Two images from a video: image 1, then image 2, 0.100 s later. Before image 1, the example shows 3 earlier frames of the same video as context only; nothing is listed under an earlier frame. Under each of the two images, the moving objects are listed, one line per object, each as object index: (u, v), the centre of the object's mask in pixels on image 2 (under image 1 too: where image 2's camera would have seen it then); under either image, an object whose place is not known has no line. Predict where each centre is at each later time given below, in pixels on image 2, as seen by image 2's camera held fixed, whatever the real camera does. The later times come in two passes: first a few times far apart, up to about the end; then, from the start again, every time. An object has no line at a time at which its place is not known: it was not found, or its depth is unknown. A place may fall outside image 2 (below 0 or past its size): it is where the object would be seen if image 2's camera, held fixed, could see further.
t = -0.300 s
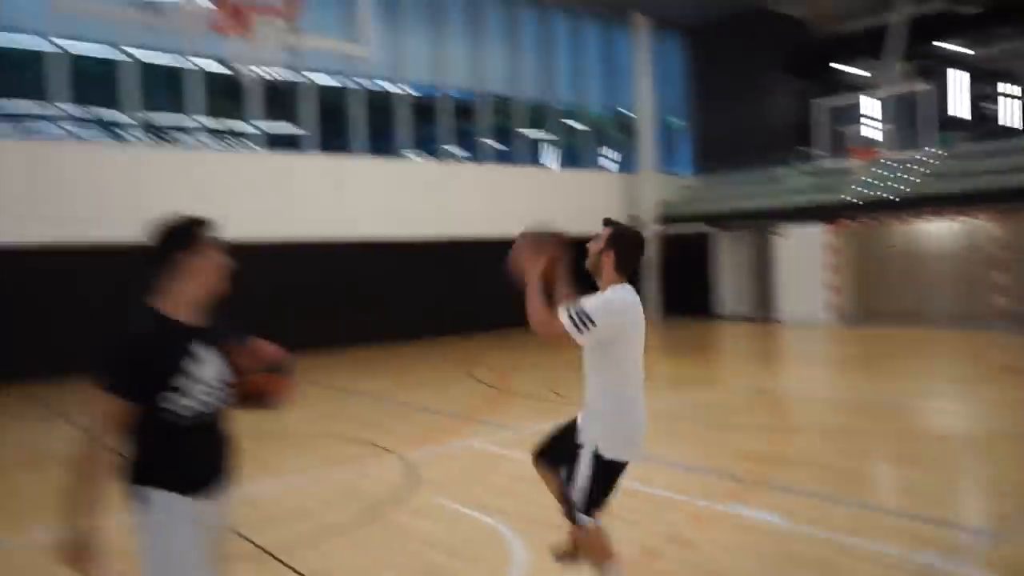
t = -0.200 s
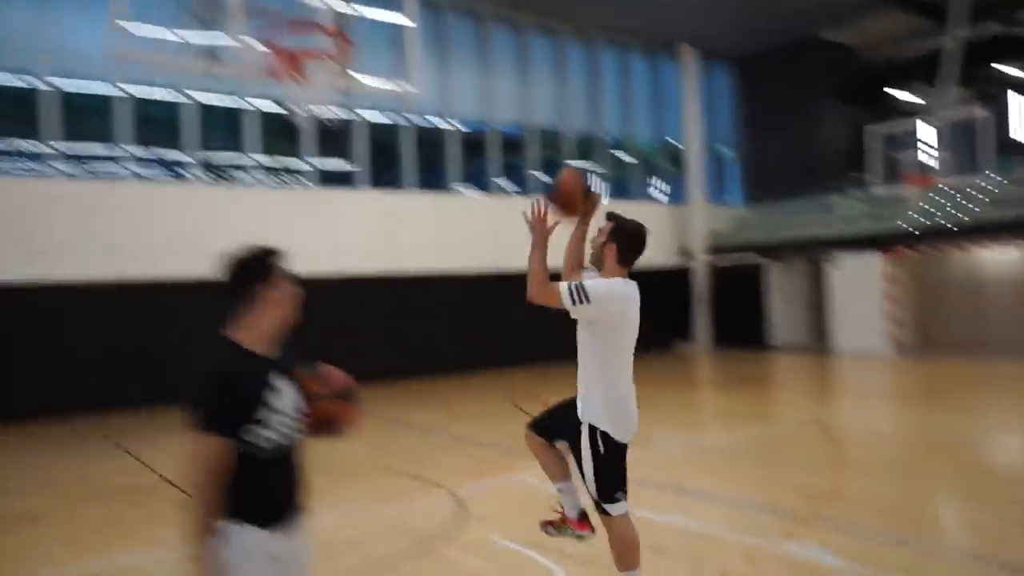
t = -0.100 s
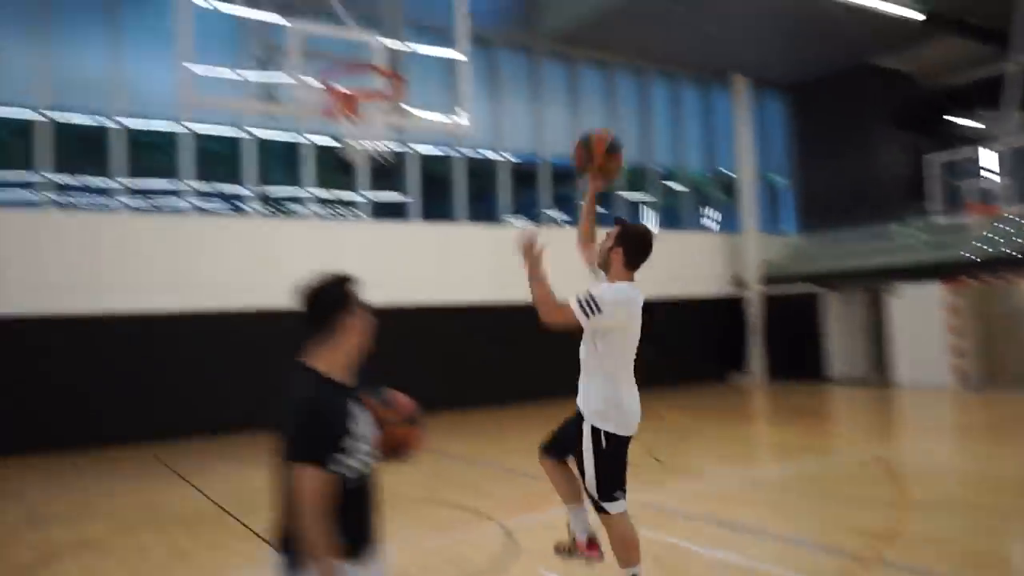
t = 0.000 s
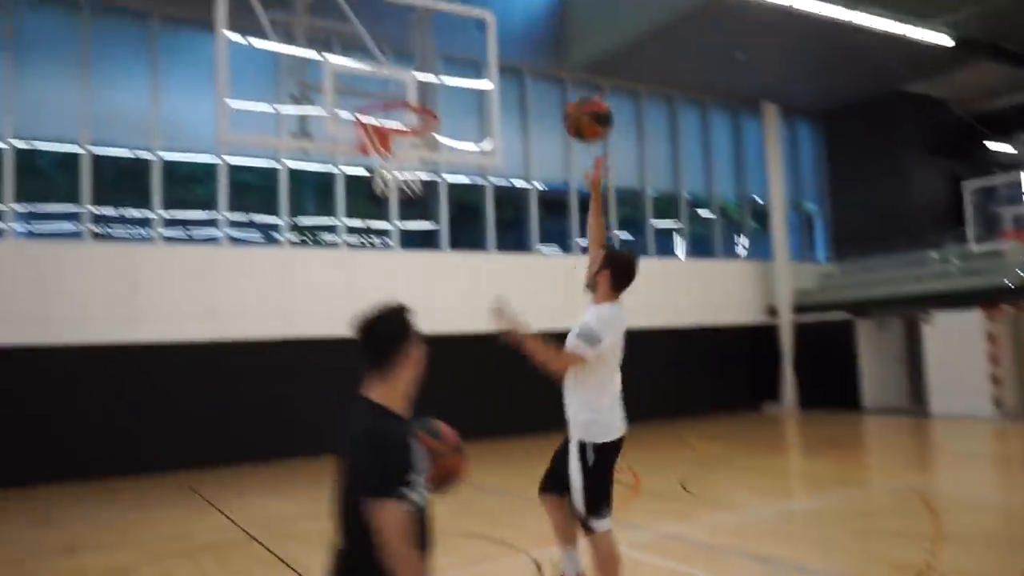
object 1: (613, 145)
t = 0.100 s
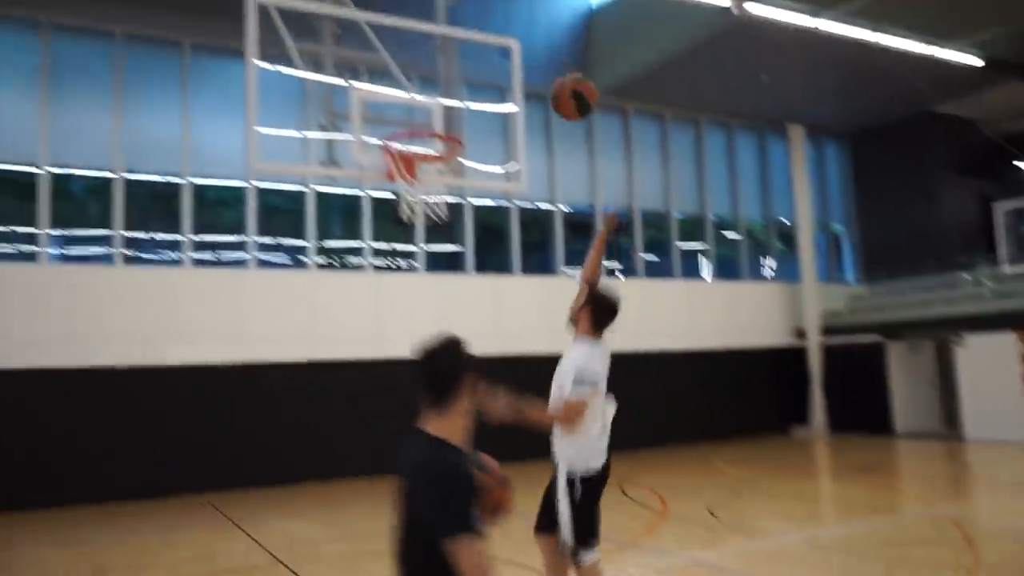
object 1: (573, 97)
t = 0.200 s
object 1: (539, 73)
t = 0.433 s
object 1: (469, 79)
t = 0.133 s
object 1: (563, 87)
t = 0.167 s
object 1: (551, 79)
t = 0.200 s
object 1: (539, 73)
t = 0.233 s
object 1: (528, 68)
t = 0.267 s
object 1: (518, 66)
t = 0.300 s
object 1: (507, 65)
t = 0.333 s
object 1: (498, 67)
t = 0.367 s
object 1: (488, 71)
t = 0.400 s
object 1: (479, 74)
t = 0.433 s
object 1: (469, 79)
